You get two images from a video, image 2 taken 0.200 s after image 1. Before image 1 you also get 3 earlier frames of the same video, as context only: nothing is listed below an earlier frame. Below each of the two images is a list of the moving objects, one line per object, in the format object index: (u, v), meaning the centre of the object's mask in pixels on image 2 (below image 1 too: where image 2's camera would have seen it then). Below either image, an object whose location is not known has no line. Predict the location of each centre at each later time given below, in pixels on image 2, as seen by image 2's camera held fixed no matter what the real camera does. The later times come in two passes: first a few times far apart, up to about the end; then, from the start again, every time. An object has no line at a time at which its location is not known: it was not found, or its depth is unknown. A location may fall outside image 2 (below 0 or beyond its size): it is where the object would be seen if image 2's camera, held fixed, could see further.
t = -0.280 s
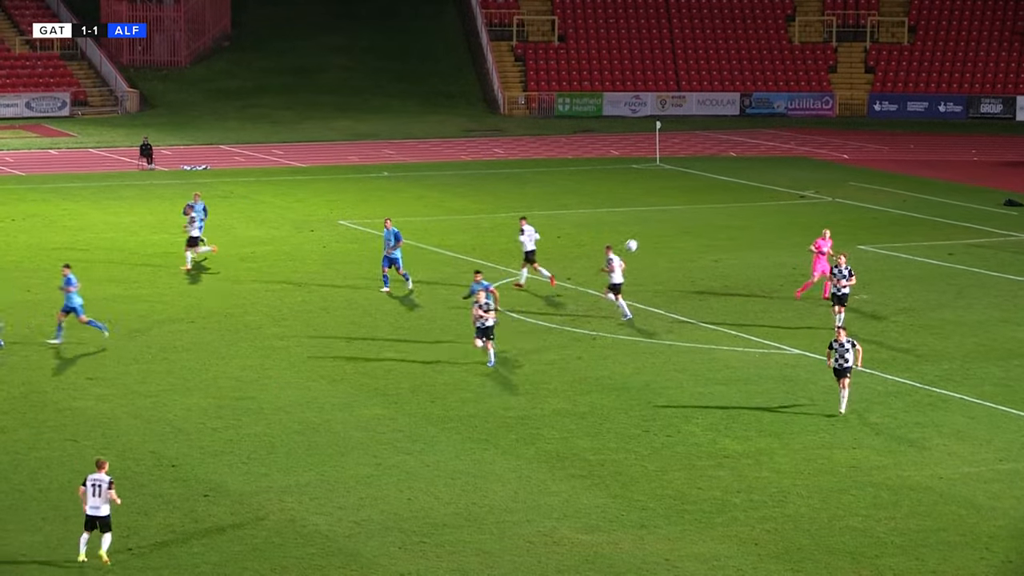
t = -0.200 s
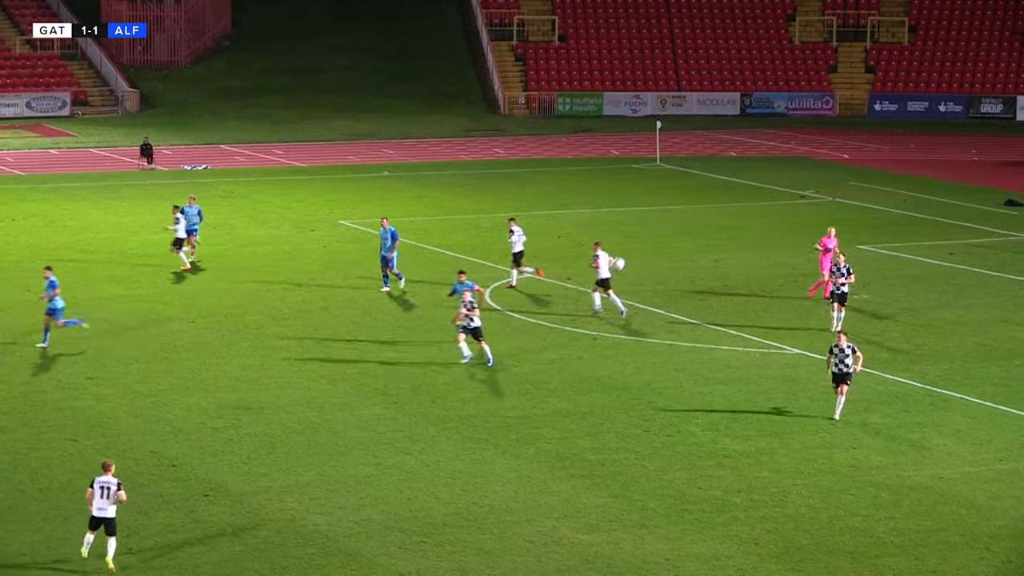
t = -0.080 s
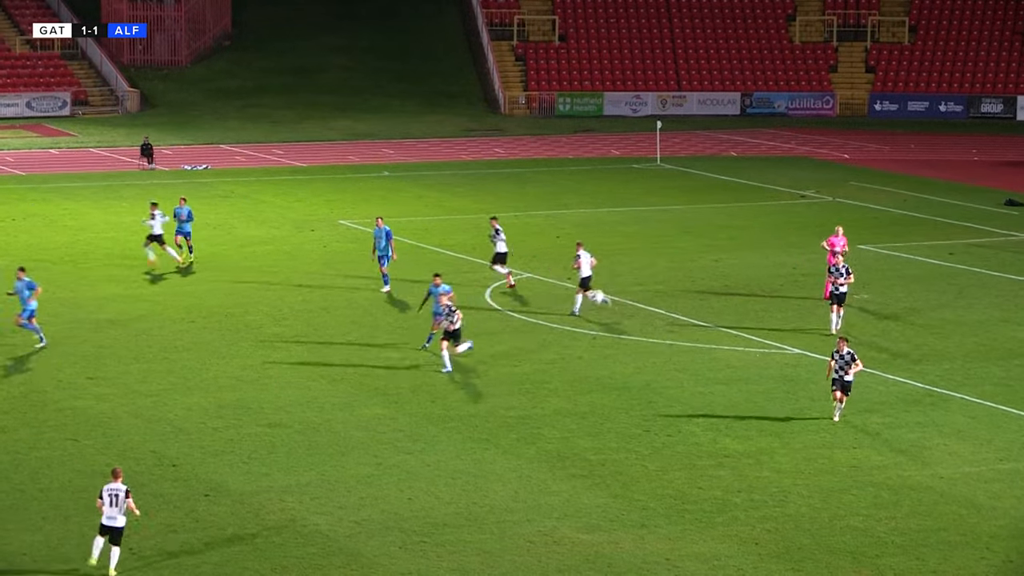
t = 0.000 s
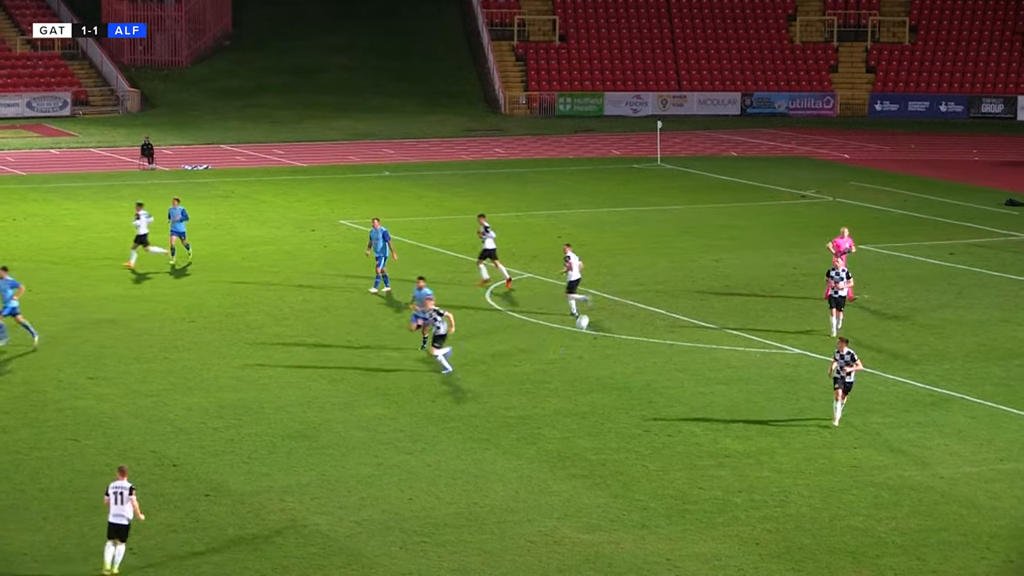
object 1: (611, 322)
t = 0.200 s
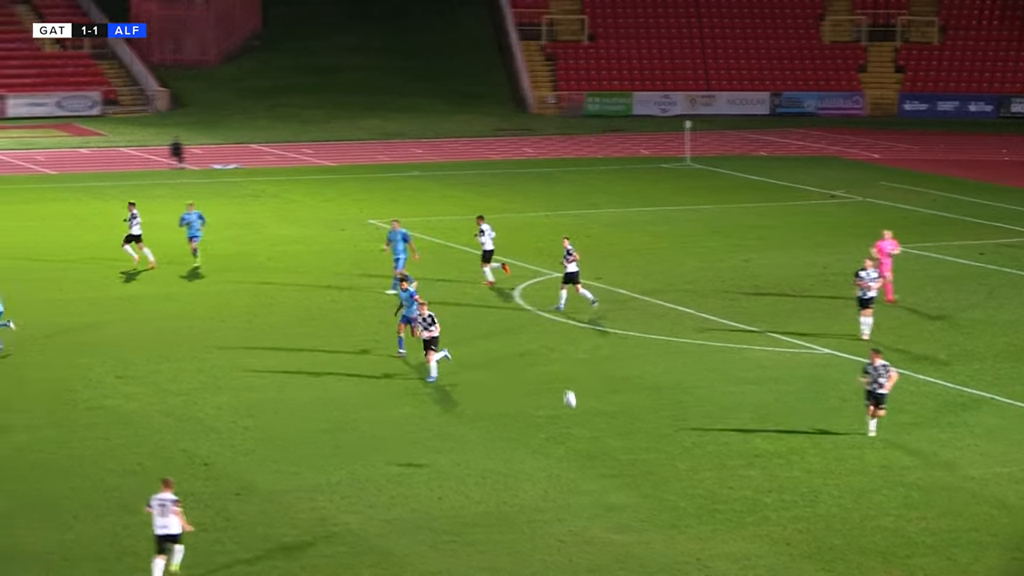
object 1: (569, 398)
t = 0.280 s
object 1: (551, 435)
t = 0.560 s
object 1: (497, 459)
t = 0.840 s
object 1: (447, 448)
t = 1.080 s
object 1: (399, 481)
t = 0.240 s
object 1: (561, 416)
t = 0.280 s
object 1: (551, 435)
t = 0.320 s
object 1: (543, 455)
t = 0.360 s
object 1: (533, 475)
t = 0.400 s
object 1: (524, 485)
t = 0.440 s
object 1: (519, 477)
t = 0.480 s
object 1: (512, 470)
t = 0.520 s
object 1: (506, 464)
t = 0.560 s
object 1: (497, 459)
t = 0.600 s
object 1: (490, 454)
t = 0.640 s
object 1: (483, 451)
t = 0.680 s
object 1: (476, 448)
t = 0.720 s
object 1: (469, 447)
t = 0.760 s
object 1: (462, 446)
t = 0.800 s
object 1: (454, 447)
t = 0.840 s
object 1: (447, 448)
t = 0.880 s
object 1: (439, 451)
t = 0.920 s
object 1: (431, 455)
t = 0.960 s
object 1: (423, 460)
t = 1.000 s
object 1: (415, 465)
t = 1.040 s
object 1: (407, 472)
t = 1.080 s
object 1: (399, 481)
